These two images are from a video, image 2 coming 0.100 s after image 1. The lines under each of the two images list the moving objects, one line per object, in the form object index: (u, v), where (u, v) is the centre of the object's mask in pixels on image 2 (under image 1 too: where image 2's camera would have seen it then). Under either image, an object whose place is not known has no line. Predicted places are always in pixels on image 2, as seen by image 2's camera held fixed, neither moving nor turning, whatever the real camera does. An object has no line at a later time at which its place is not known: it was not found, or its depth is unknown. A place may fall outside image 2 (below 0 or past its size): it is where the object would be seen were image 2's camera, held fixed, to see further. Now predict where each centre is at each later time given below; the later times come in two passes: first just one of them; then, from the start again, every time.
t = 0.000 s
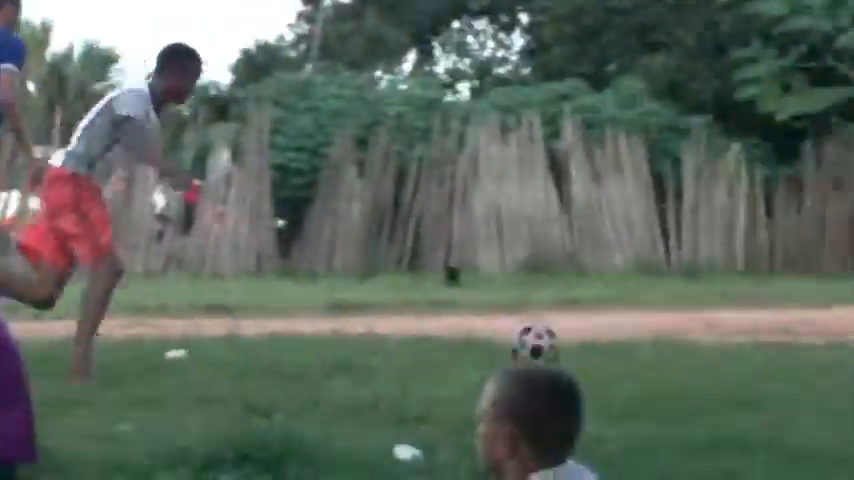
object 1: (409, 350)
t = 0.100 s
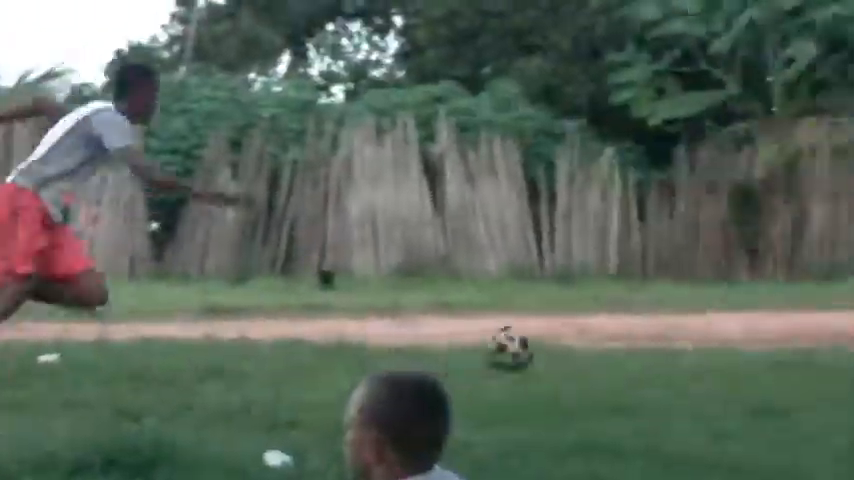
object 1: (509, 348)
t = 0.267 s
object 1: (667, 355)
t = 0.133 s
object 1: (540, 348)
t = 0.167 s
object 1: (576, 349)
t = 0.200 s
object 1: (606, 353)
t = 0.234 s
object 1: (636, 354)
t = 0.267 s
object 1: (667, 355)
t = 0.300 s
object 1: (697, 356)
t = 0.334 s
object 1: (726, 356)
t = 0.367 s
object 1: (754, 354)
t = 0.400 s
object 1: (782, 356)
